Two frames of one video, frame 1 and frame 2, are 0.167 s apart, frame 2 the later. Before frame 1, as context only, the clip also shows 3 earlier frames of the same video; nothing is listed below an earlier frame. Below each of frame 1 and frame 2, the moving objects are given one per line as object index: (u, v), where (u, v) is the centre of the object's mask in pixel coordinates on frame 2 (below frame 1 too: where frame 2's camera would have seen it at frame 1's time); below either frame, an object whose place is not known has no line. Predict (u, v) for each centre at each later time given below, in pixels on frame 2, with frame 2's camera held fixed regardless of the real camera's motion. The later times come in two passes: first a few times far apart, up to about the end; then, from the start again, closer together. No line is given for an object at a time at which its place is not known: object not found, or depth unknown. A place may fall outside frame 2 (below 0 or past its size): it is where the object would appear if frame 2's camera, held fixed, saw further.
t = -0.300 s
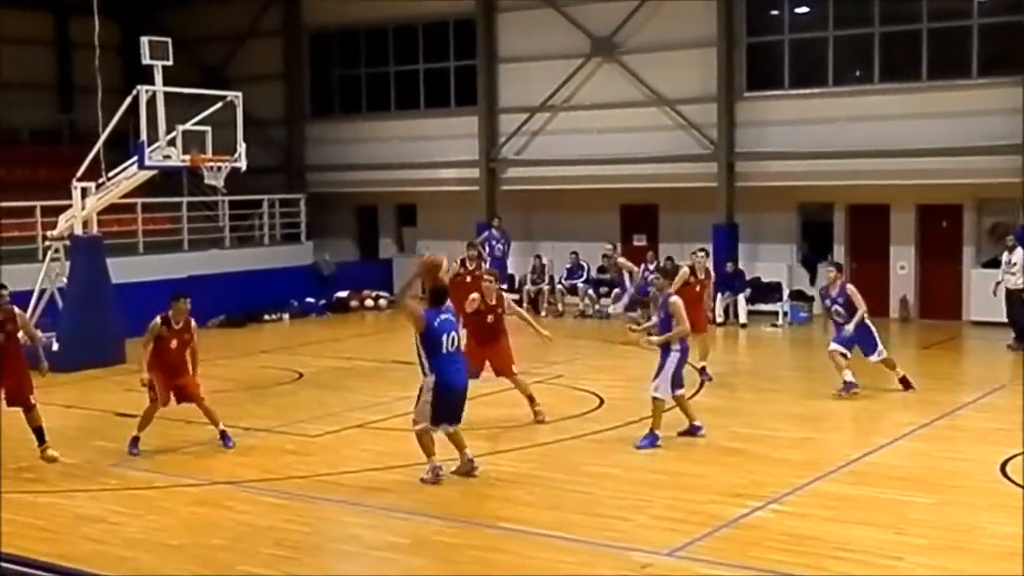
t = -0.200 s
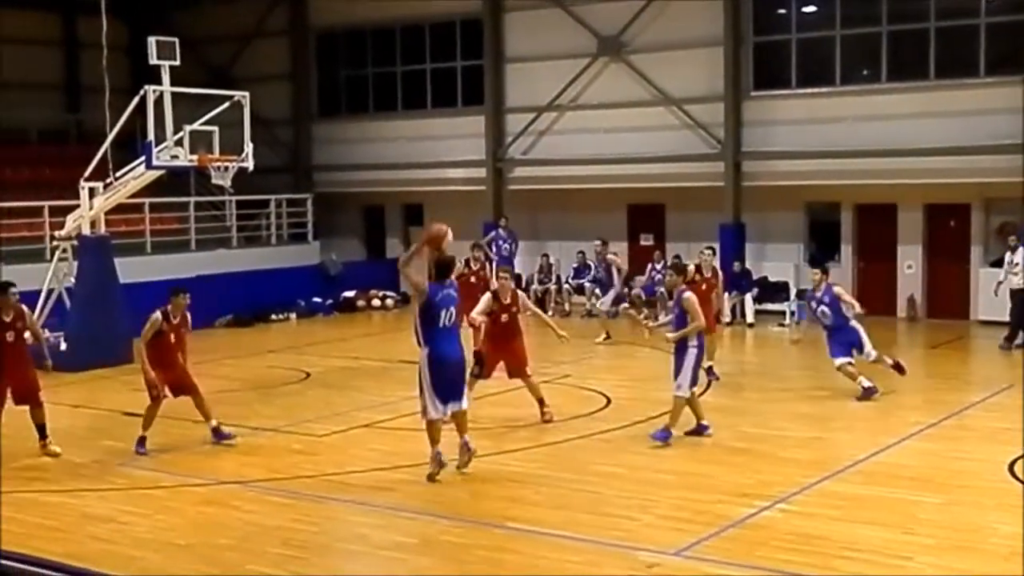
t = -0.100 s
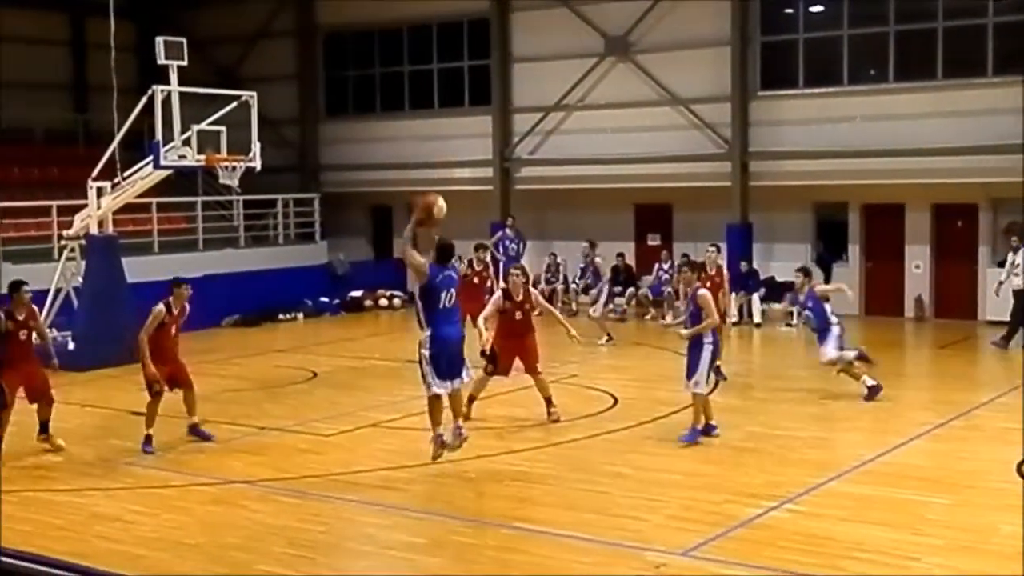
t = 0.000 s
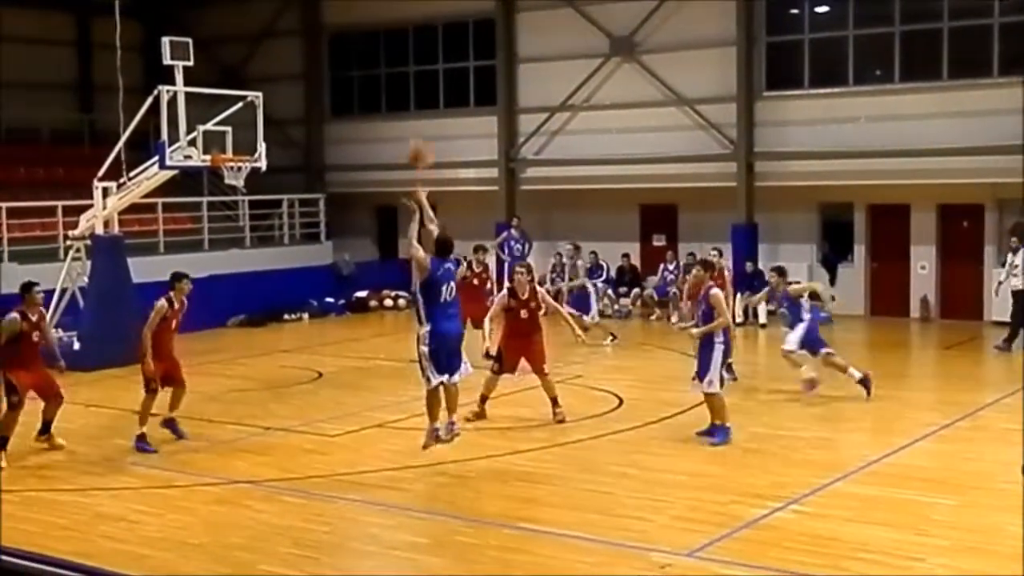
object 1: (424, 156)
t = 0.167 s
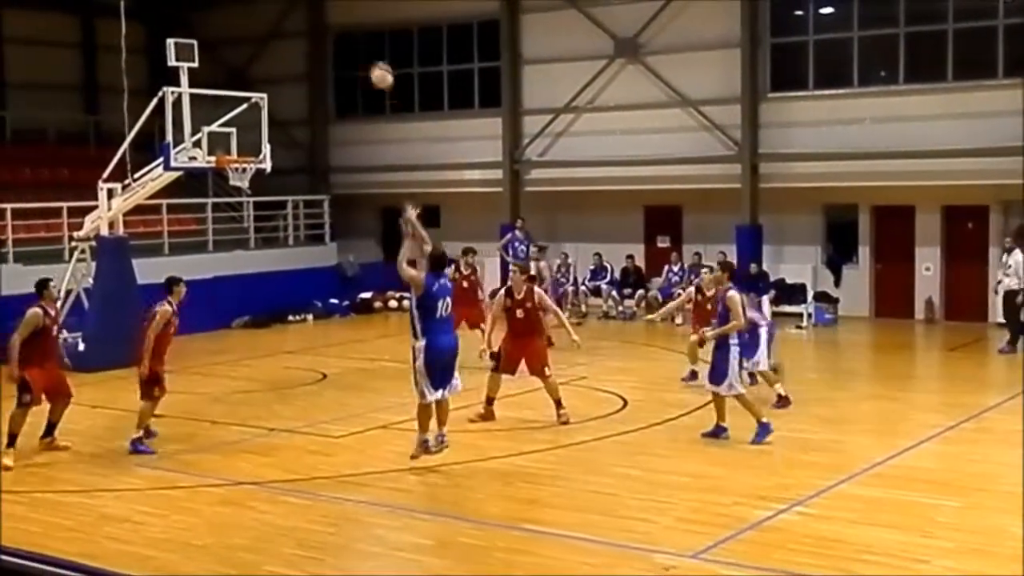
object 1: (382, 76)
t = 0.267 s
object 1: (359, 44)
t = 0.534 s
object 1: (309, 13)
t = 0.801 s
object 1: (269, 41)
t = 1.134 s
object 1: (230, 144)
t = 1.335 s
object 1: (282, 125)
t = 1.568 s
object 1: (355, 119)
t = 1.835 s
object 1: (437, 161)
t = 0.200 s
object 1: (374, 64)
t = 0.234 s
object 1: (366, 53)
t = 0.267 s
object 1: (359, 44)
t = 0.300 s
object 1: (351, 36)
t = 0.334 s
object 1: (344, 28)
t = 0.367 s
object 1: (338, 23)
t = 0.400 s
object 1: (332, 19)
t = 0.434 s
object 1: (327, 16)
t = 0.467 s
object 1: (320, 14)
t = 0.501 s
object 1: (315, 13)
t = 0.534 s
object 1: (309, 13)
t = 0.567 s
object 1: (303, 13)
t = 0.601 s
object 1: (297, 15)
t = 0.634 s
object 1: (292, 17)
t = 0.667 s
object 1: (287, 21)
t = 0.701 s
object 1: (282, 24)
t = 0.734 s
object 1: (278, 29)
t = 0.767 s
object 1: (273, 35)
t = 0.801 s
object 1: (269, 41)
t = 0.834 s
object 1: (264, 49)
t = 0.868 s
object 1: (260, 57)
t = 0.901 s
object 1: (256, 65)
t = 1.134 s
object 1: (230, 144)
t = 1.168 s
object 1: (228, 150)
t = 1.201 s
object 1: (240, 146)
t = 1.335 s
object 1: (282, 125)
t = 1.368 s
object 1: (293, 121)
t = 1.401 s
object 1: (303, 120)
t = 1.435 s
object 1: (313, 118)
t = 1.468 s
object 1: (323, 118)
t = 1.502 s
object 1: (335, 118)
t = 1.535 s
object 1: (346, 119)
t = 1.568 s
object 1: (355, 119)
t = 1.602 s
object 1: (364, 122)
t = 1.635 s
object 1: (374, 125)
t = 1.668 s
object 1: (382, 128)
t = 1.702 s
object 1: (392, 131)
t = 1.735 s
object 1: (404, 140)
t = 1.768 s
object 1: (414, 144)
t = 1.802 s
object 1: (426, 154)
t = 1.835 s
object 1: (437, 161)
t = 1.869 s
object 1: (443, 169)
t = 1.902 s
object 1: (448, 174)
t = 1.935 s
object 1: (461, 185)
